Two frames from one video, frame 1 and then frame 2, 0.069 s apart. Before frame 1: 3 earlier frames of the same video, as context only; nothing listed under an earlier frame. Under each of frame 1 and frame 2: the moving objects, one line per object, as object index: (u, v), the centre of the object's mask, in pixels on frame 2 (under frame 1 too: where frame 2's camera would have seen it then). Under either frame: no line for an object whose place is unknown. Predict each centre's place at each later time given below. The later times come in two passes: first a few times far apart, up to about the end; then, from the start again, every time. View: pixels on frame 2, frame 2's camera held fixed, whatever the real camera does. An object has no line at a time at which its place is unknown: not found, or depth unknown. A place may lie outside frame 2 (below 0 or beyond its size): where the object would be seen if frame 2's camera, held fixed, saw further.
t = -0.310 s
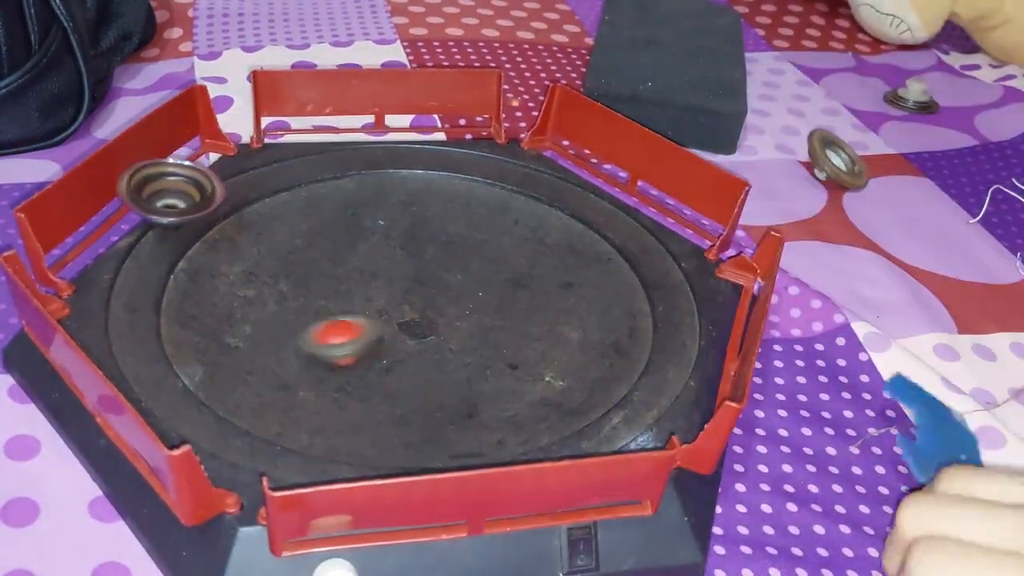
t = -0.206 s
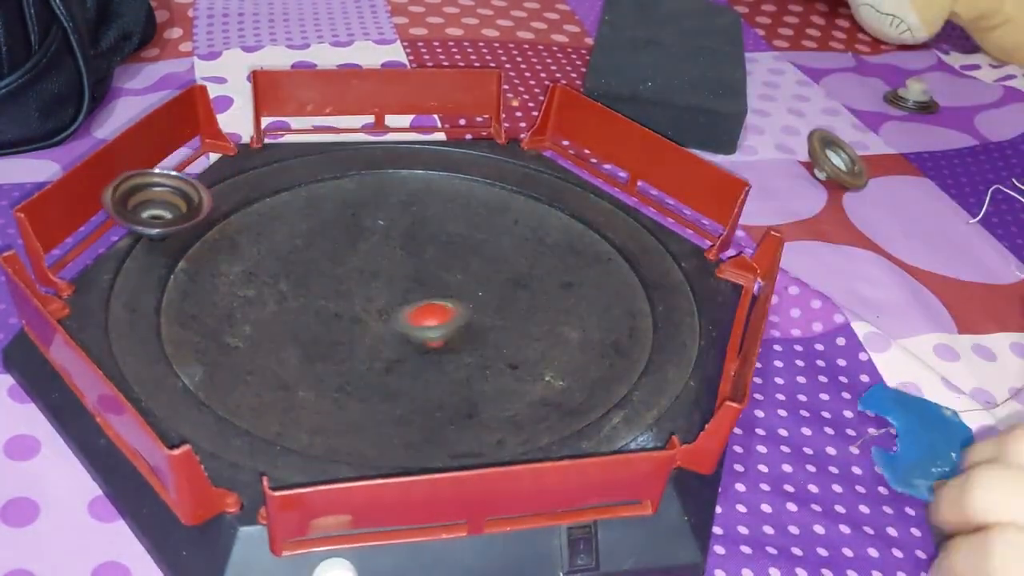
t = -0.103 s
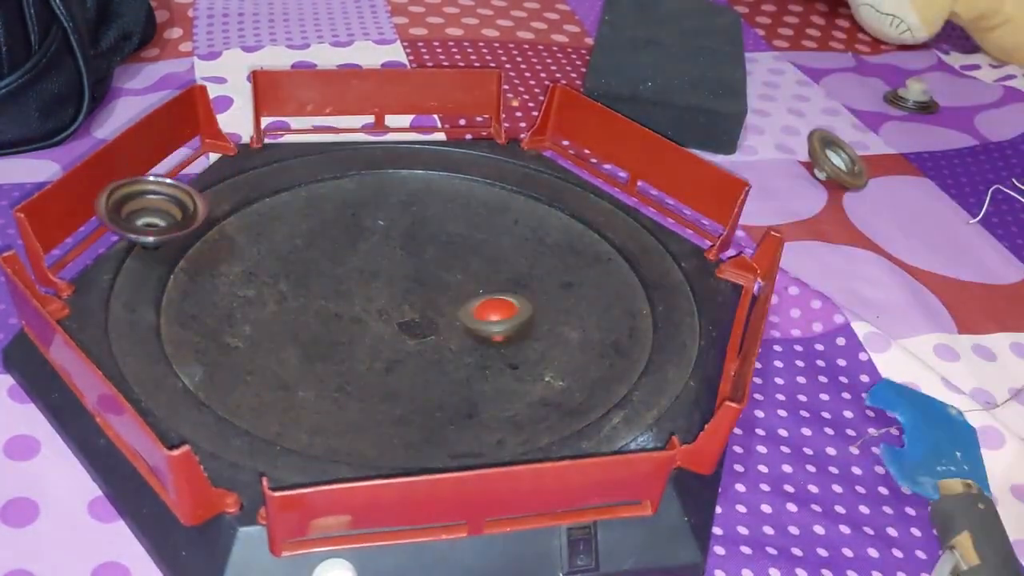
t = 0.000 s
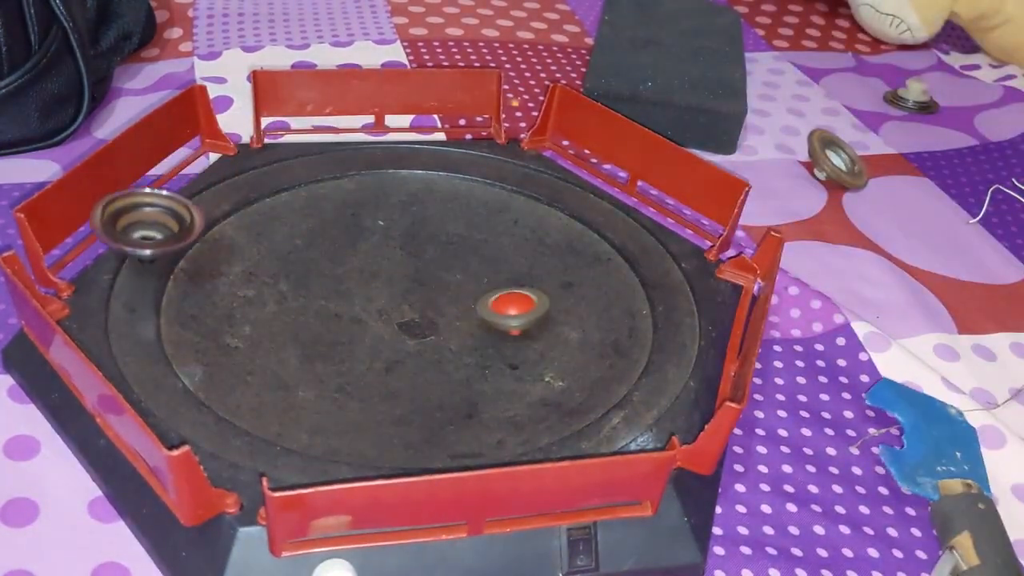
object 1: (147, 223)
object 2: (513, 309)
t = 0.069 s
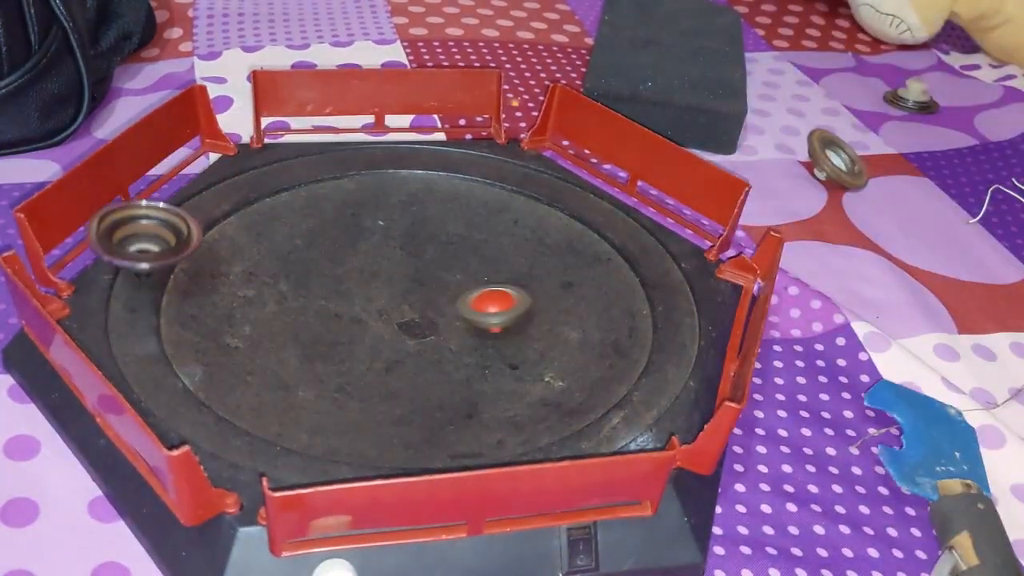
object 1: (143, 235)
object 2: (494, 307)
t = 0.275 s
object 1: (124, 278)
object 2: (342, 328)
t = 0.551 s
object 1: (127, 301)
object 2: (273, 392)
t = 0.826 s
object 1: (192, 335)
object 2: (559, 346)
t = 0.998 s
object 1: (317, 263)
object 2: (535, 221)
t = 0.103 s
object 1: (141, 243)
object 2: (477, 307)
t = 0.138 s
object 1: (138, 251)
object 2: (455, 311)
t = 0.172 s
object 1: (135, 258)
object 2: (432, 312)
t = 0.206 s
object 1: (132, 266)
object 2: (404, 318)
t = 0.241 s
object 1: (128, 272)
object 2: (373, 322)
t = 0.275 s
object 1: (124, 278)
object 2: (342, 328)
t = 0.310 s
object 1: (121, 282)
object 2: (311, 338)
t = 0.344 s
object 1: (118, 286)
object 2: (285, 345)
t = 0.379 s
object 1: (119, 289)
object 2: (262, 349)
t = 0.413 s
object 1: (118, 291)
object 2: (247, 357)
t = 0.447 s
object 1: (119, 293)
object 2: (240, 365)
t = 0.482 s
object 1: (121, 295)
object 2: (240, 377)
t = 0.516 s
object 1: (123, 297)
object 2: (252, 384)
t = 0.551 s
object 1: (127, 301)
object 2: (273, 392)
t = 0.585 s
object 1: (132, 303)
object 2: (301, 399)
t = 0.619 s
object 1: (138, 307)
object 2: (335, 404)
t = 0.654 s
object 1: (145, 312)
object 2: (374, 405)
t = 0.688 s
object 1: (154, 317)
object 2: (418, 405)
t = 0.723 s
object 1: (164, 324)
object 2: (460, 400)
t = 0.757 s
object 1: (173, 330)
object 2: (501, 387)
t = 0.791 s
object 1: (181, 333)
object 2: (538, 369)
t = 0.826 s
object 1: (192, 335)
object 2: (559, 346)
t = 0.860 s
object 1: (211, 329)
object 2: (574, 320)
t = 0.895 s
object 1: (230, 313)
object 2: (577, 293)
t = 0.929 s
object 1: (251, 293)
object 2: (569, 268)
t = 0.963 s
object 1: (280, 276)
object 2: (554, 244)
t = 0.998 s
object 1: (317, 263)
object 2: (535, 221)
